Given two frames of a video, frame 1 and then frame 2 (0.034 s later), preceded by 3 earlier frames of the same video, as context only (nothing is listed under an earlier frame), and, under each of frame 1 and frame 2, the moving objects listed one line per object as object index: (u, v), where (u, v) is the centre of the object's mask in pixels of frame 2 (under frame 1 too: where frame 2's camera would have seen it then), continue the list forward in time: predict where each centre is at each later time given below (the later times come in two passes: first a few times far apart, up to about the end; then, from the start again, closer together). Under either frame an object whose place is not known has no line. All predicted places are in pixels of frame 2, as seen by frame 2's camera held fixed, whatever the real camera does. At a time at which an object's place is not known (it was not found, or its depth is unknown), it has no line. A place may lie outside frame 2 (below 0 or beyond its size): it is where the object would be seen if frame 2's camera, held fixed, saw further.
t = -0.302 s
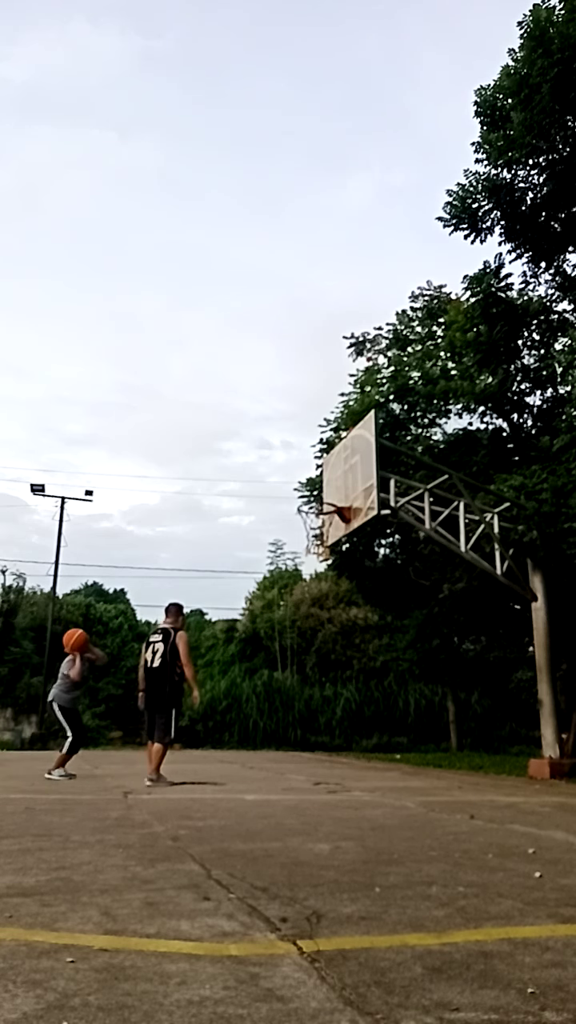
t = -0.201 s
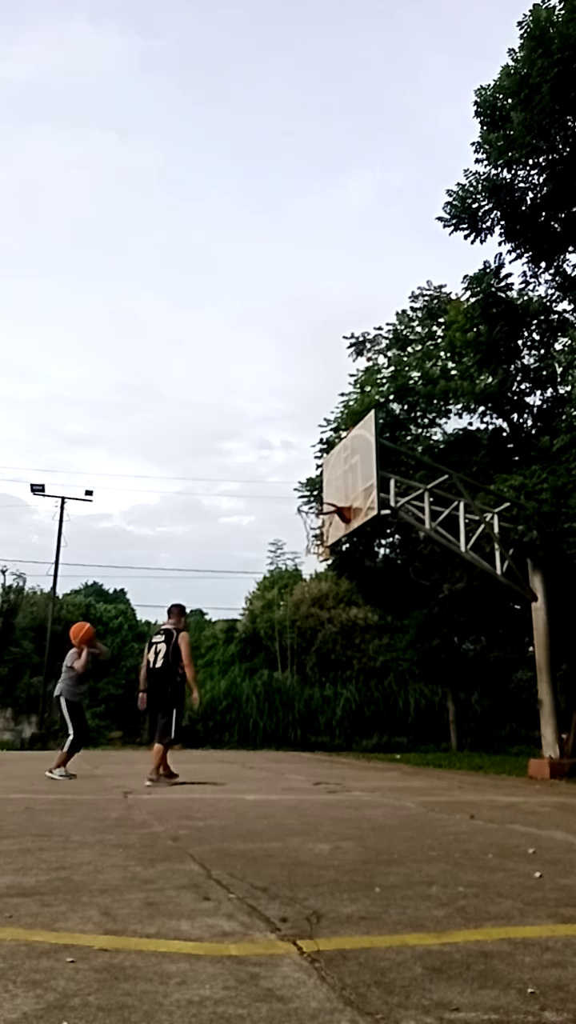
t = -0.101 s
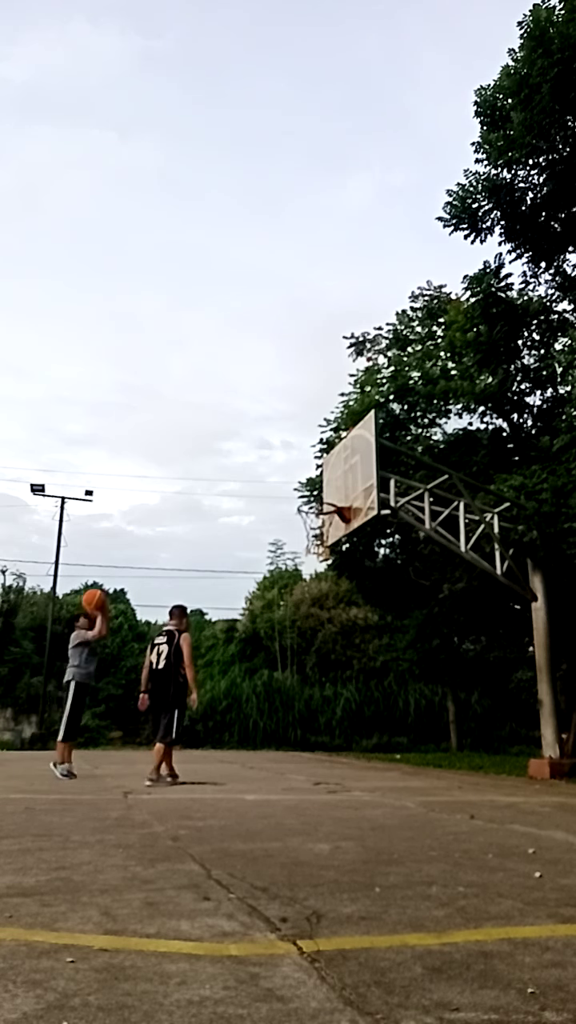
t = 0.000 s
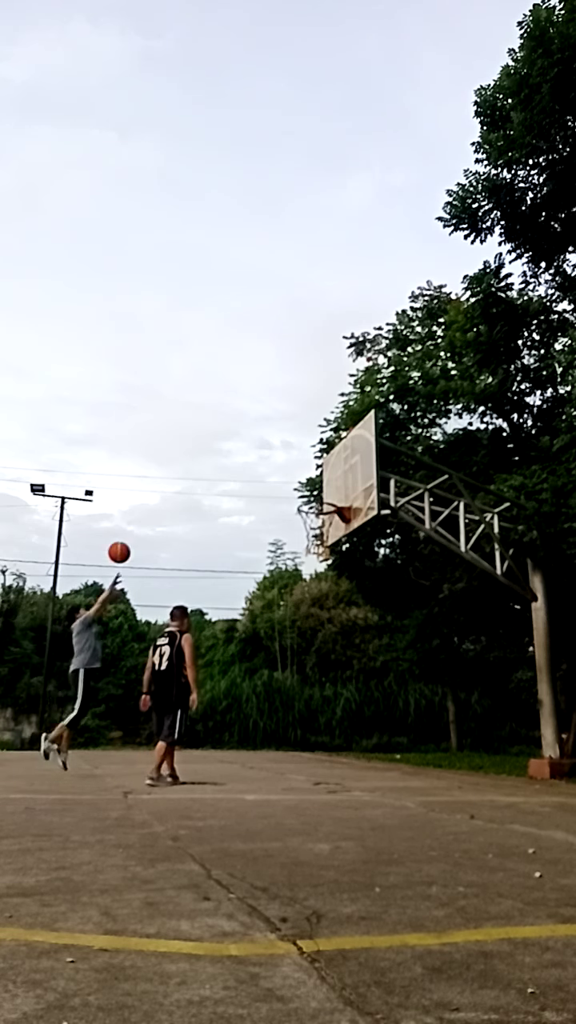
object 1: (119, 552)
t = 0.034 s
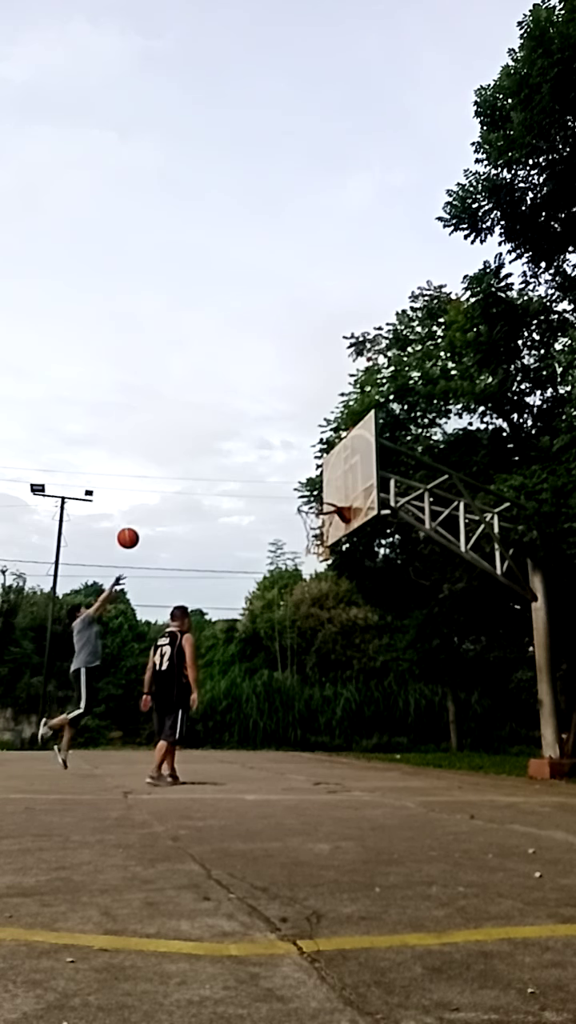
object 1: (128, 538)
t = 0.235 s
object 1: (176, 477)
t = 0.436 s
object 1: (218, 453)
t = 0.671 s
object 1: (263, 464)
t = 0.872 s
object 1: (296, 499)
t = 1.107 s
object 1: (295, 497)
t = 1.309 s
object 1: (289, 514)
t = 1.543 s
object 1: (278, 560)
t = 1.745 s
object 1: (268, 632)
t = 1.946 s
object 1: (258, 740)
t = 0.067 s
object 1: (136, 525)
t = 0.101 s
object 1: (145, 513)
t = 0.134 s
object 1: (153, 502)
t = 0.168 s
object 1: (161, 493)
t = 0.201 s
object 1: (169, 484)
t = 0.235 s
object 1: (176, 477)
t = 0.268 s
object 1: (184, 470)
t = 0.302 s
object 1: (191, 465)
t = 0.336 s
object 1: (198, 461)
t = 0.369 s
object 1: (205, 457)
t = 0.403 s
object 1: (212, 454)
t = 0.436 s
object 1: (218, 453)
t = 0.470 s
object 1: (225, 452)
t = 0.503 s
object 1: (232, 451)
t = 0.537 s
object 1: (238, 452)
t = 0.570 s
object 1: (245, 454)
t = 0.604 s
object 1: (251, 457)
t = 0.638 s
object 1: (257, 460)
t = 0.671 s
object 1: (263, 464)
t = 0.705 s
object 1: (270, 469)
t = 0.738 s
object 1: (276, 475)
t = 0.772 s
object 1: (282, 481)
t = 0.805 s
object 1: (288, 488)
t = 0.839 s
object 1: (293, 497)
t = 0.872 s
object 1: (296, 499)
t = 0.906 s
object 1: (296, 496)
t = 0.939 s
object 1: (295, 494)
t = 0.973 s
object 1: (295, 493)
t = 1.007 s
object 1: (295, 493)
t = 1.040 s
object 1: (295, 494)
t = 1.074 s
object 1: (295, 495)
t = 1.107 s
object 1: (295, 497)
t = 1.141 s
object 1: (295, 501)
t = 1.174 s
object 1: (294, 505)
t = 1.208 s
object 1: (293, 506)
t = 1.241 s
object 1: (292, 508)
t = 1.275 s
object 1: (291, 510)
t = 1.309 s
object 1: (289, 514)
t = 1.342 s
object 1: (287, 518)
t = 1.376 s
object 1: (286, 523)
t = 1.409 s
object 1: (284, 528)
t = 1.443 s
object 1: (283, 535)
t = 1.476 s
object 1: (281, 543)
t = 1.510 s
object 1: (280, 551)
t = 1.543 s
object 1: (278, 560)
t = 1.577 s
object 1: (277, 570)
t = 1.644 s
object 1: (272, 592)
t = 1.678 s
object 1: (271, 604)
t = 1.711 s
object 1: (268, 618)
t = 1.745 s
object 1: (268, 632)
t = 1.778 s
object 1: (267, 648)
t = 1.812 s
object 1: (265, 664)
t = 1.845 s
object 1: (263, 681)
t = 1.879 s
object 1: (261, 700)
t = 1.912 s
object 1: (259, 719)
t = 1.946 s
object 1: (258, 740)
